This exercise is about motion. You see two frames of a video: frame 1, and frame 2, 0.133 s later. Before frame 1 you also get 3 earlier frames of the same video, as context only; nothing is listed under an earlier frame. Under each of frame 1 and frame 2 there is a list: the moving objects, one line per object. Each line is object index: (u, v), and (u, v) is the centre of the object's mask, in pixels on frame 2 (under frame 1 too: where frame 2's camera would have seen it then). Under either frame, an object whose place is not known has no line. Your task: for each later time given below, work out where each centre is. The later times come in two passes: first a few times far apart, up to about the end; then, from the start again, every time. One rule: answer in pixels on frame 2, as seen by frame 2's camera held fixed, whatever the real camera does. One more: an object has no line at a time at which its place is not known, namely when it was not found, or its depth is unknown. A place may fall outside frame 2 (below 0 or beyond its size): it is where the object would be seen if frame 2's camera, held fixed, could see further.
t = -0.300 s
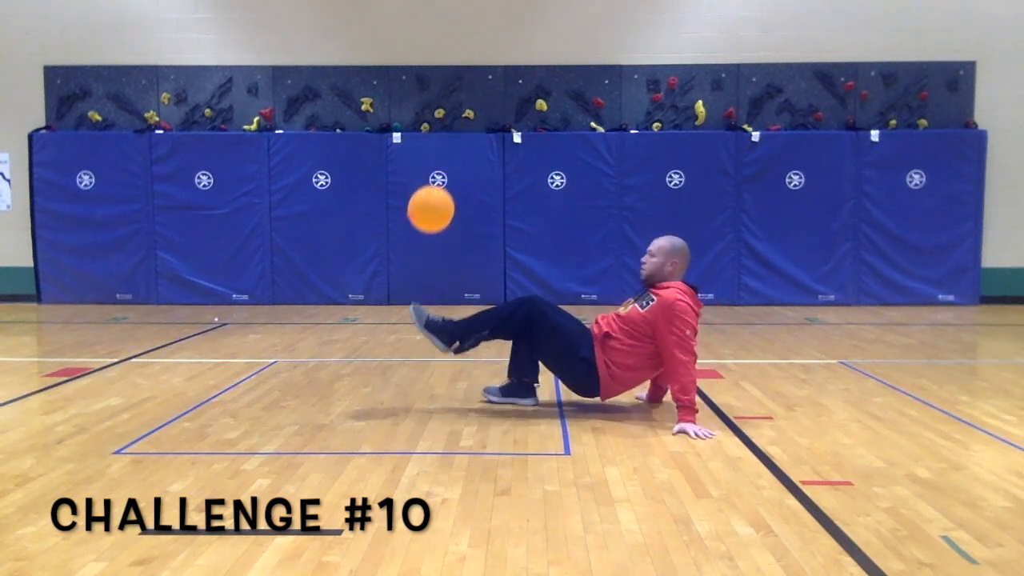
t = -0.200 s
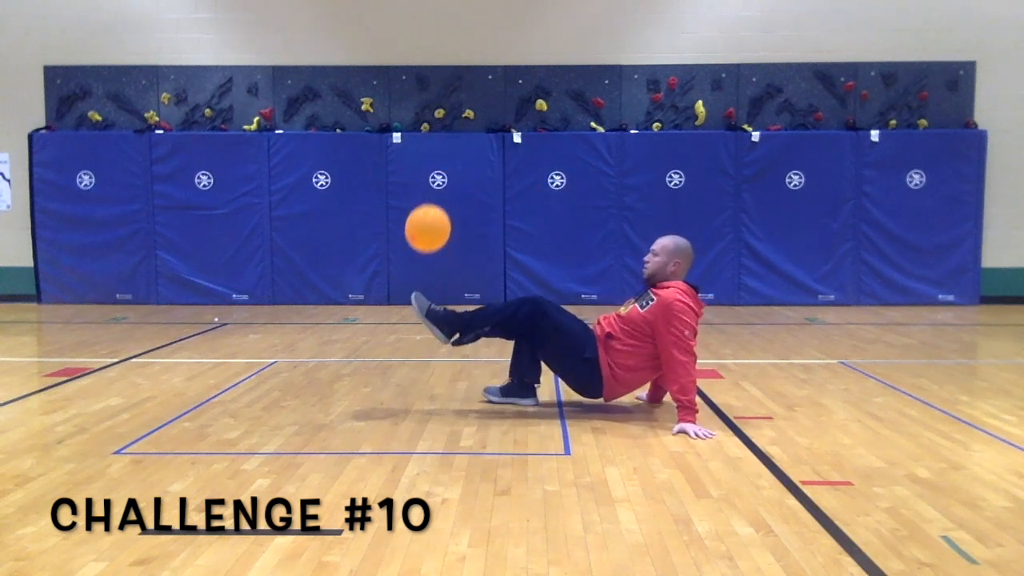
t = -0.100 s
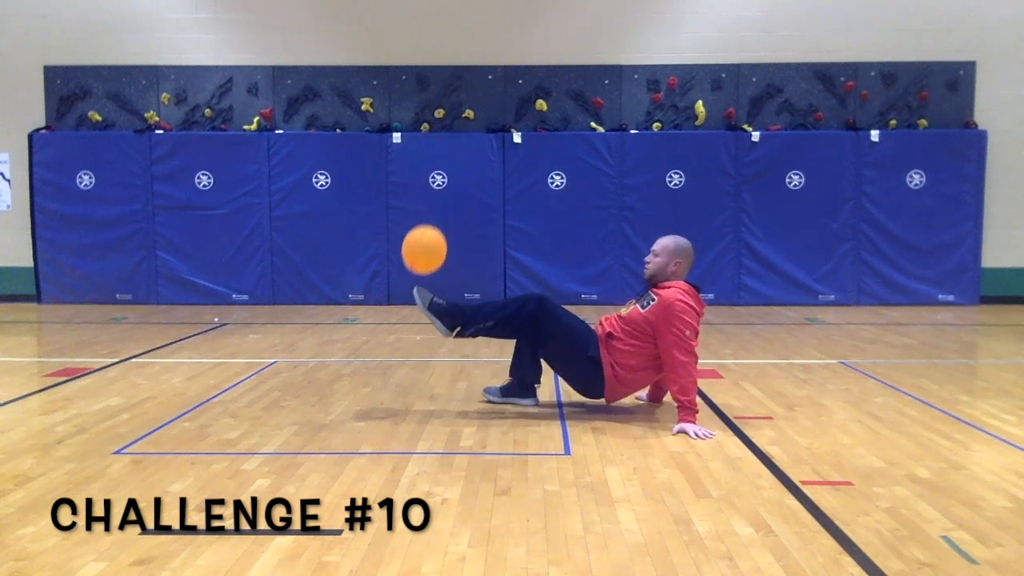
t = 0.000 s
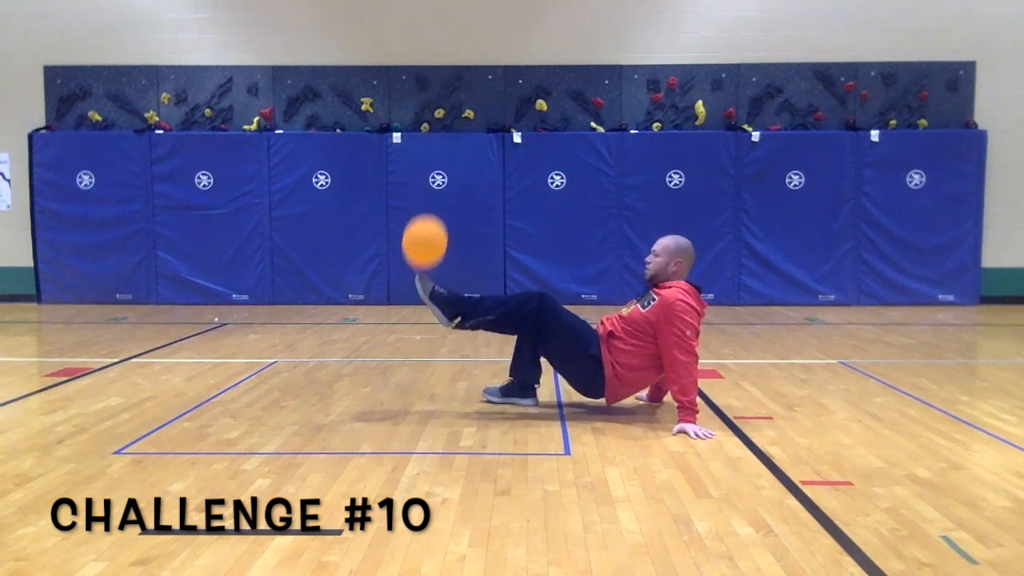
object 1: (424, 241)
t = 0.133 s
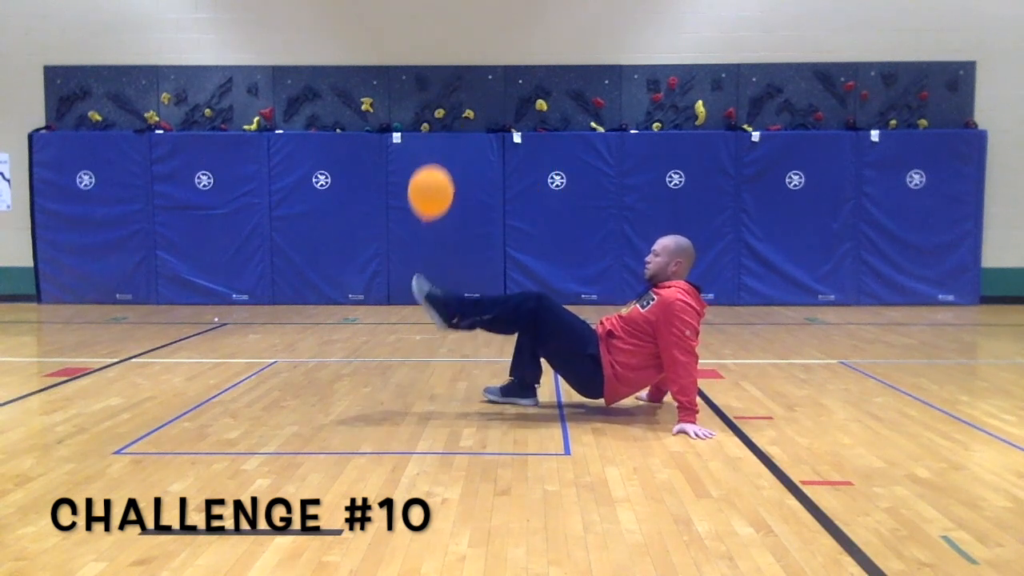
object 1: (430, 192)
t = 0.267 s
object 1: (437, 150)
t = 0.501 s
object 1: (448, 107)
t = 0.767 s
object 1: (454, 94)
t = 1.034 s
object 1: (459, 106)
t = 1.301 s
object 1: (463, 139)
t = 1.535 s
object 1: (465, 185)
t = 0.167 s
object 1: (432, 180)
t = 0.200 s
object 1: (433, 170)
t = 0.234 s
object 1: (435, 160)
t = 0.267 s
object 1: (437, 150)
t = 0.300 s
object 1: (439, 142)
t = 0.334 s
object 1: (441, 135)
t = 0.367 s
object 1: (442, 128)
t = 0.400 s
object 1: (444, 122)
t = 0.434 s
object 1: (446, 116)
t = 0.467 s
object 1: (447, 111)
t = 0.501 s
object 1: (448, 107)
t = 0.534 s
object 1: (449, 104)
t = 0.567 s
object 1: (450, 101)
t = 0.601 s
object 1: (451, 99)
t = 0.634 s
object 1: (452, 97)
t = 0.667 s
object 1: (452, 95)
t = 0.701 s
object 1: (453, 94)
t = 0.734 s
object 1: (453, 94)
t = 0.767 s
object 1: (454, 94)
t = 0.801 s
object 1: (454, 94)
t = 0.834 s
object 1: (455, 94)
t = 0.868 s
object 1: (455, 95)
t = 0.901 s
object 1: (456, 97)
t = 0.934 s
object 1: (457, 99)
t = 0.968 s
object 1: (457, 101)
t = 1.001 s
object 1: (458, 103)
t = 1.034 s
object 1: (459, 106)
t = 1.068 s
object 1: (459, 109)
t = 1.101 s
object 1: (460, 112)
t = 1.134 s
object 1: (460, 116)
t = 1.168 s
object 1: (461, 120)
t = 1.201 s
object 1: (461, 124)
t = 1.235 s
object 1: (462, 129)
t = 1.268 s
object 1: (462, 134)
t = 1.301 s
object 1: (463, 139)
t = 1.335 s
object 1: (463, 145)
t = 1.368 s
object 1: (464, 151)
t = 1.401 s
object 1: (464, 157)
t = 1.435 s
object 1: (465, 163)
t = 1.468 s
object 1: (465, 170)
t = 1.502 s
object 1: (465, 177)
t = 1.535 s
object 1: (465, 185)
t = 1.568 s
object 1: (465, 192)
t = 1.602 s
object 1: (465, 200)
